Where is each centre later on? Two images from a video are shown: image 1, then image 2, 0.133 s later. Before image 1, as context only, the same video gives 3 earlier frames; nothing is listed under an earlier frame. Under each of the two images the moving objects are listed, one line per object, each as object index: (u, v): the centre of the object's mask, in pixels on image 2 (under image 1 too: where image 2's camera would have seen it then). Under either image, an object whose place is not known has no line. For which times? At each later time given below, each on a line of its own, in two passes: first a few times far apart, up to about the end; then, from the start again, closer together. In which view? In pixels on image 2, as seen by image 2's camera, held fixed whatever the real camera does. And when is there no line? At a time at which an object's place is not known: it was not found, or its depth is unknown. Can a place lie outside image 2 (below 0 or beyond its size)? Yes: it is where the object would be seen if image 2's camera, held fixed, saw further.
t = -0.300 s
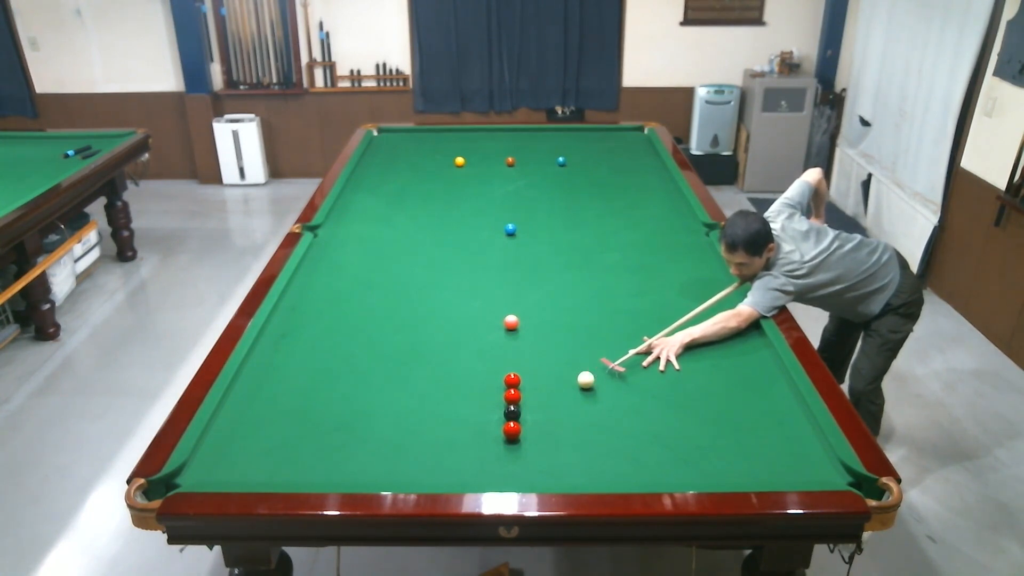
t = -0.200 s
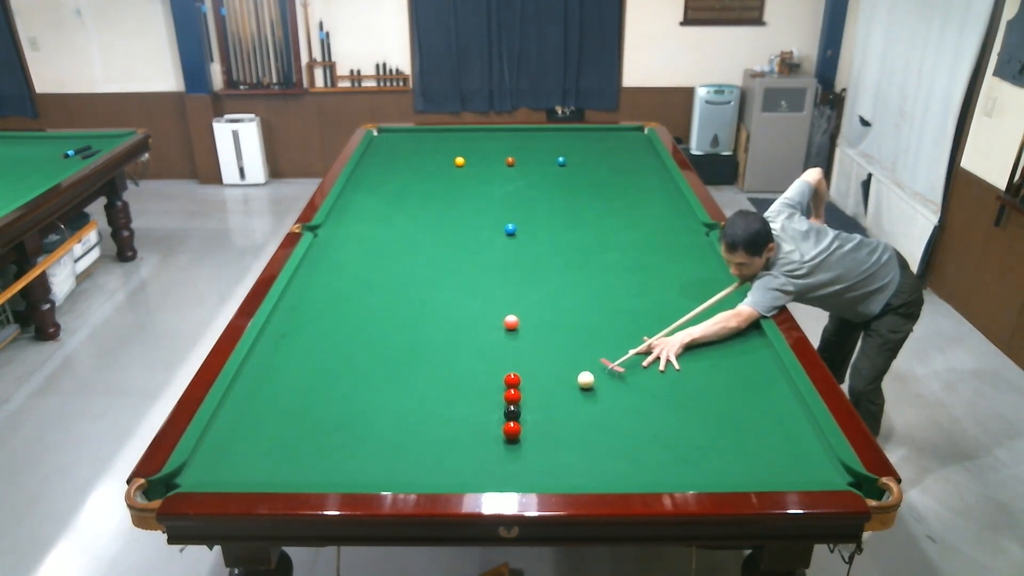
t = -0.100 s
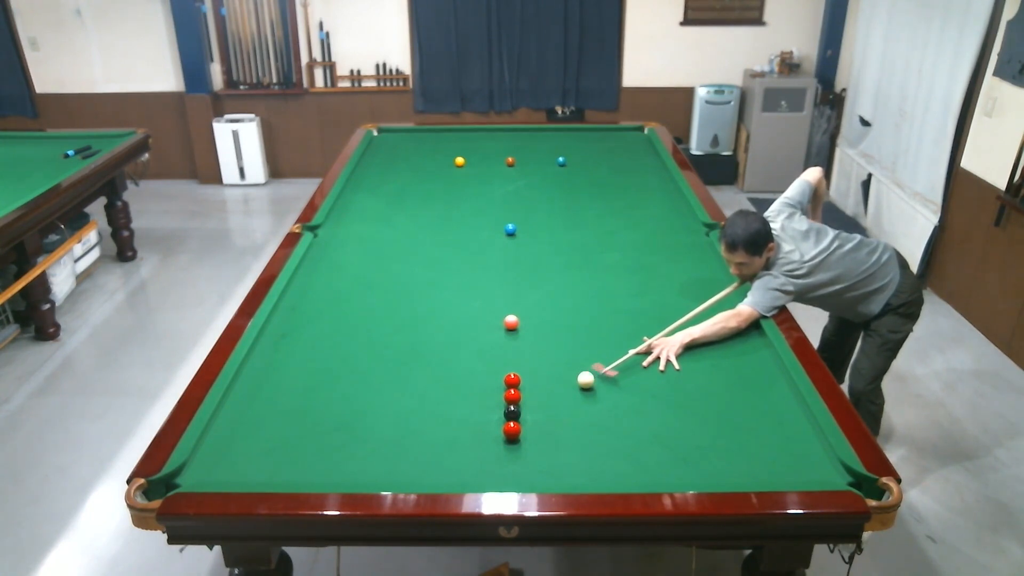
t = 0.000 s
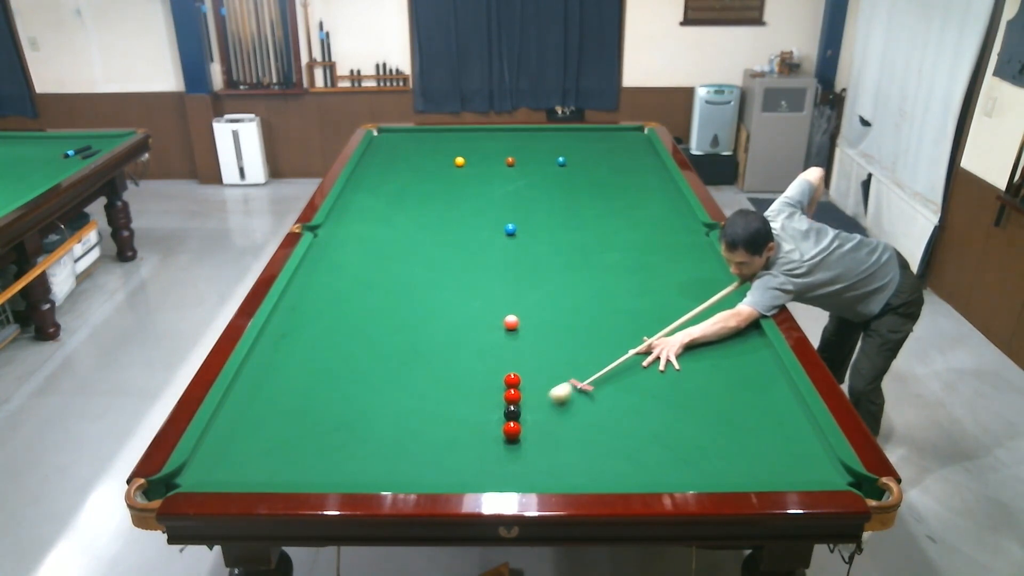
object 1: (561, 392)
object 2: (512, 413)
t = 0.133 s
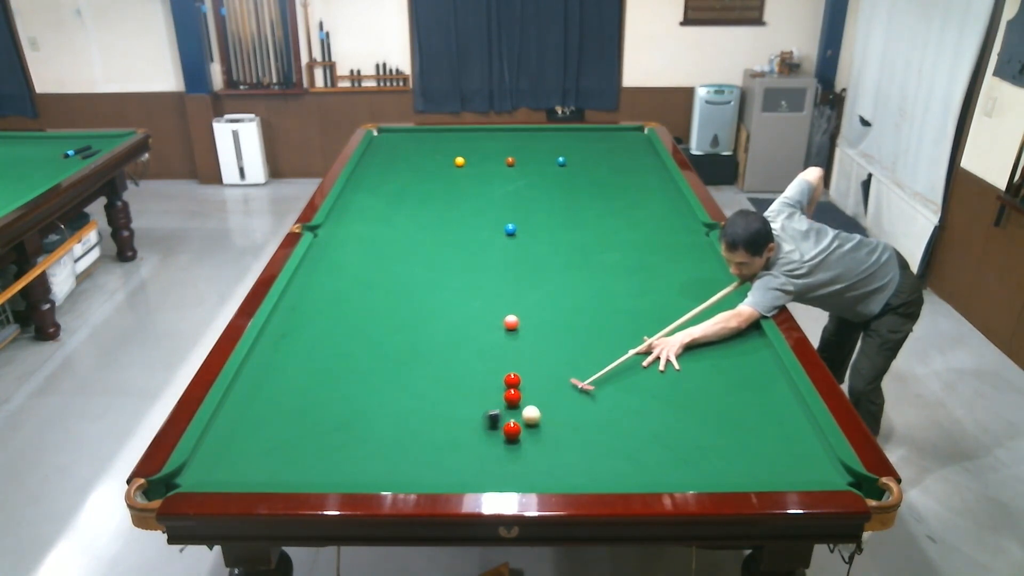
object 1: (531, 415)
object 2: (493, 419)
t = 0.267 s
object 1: (537, 424)
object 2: (450, 429)
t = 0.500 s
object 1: (548, 441)
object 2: (377, 443)
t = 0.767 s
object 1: (559, 460)
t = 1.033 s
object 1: (571, 475)
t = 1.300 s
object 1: (581, 466)
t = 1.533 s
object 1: (589, 457)
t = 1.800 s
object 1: (597, 448)
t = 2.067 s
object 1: (604, 441)
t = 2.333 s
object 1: (610, 434)
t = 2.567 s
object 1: (615, 430)
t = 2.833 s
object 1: (619, 426)
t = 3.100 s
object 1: (623, 422)
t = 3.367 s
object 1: (626, 420)
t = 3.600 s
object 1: (628, 419)
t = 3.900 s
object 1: (629, 417)
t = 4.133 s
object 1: (629, 417)
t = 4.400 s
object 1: (628, 417)
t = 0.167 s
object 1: (533, 417)
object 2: (481, 422)
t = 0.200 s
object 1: (534, 420)
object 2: (470, 424)
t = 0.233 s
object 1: (536, 422)
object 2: (460, 426)
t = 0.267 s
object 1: (537, 424)
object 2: (450, 429)
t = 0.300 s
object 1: (538, 427)
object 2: (440, 430)
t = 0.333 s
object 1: (540, 429)
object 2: (430, 432)
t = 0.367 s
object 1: (542, 431)
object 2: (420, 435)
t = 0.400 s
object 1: (543, 434)
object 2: (408, 437)
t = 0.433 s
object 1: (545, 436)
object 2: (399, 439)
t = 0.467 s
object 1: (546, 438)
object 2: (388, 441)
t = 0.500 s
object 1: (548, 441)
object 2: (377, 443)
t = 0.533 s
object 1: (549, 444)
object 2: (367, 445)
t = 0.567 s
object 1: (550, 446)
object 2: (357, 447)
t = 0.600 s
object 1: (552, 448)
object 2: (346, 449)
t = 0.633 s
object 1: (553, 450)
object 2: (336, 451)
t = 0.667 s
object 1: (555, 453)
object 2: (325, 453)
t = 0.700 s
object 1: (556, 455)
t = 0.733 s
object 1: (558, 457)
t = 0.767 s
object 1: (559, 460)
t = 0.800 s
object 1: (561, 462)
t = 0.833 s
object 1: (562, 464)
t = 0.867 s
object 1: (564, 467)
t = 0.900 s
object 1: (565, 469)
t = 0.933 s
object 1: (567, 471)
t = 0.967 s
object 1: (568, 472)
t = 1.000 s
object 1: (570, 474)
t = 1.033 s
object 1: (571, 475)
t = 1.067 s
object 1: (572, 474)
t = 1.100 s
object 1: (573, 473)
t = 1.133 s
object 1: (575, 472)
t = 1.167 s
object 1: (576, 471)
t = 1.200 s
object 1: (577, 470)
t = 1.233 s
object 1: (578, 469)
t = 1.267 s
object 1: (580, 468)
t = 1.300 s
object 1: (581, 466)
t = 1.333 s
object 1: (582, 465)
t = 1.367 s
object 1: (583, 464)
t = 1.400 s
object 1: (584, 462)
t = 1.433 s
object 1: (585, 461)
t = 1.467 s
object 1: (586, 460)
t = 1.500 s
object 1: (588, 458)
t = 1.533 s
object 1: (589, 457)
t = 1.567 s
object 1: (590, 456)
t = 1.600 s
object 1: (591, 455)
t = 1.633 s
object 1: (592, 454)
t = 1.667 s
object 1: (593, 452)
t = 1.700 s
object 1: (594, 452)
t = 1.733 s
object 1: (595, 450)
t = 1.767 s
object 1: (596, 449)
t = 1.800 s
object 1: (597, 448)
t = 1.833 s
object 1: (598, 447)
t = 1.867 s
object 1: (599, 446)
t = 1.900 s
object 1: (600, 445)
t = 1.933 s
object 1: (601, 444)
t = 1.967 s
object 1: (602, 443)
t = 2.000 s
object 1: (602, 442)
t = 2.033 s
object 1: (603, 442)
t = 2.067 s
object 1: (604, 441)
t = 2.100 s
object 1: (605, 440)
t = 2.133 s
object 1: (605, 439)
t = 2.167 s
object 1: (606, 438)
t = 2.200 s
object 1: (607, 437)
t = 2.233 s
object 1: (608, 437)
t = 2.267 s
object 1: (608, 436)
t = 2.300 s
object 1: (609, 435)
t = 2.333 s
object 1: (610, 434)
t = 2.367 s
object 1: (611, 434)
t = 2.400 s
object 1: (611, 433)
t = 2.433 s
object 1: (612, 432)
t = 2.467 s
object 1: (613, 432)
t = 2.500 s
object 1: (613, 431)
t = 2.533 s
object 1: (614, 430)
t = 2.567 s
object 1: (615, 430)
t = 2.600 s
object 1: (615, 429)
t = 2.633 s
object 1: (616, 429)
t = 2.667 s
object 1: (616, 428)
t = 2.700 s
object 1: (617, 428)
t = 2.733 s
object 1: (618, 427)
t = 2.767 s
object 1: (618, 427)
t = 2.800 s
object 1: (619, 426)
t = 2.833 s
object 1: (619, 426)
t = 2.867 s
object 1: (620, 425)
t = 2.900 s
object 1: (620, 425)
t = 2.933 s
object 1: (621, 424)
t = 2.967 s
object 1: (622, 424)
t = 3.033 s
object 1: (623, 423)
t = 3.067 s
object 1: (623, 423)
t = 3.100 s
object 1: (623, 422)
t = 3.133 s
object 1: (624, 422)
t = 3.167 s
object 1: (624, 422)
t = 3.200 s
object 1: (625, 421)
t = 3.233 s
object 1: (625, 421)
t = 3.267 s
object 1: (625, 421)
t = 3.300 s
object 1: (626, 420)
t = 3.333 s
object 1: (626, 420)
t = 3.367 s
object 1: (626, 420)
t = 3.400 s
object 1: (627, 420)
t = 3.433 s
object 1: (627, 419)
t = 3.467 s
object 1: (627, 419)
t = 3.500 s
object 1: (627, 419)
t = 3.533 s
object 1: (627, 419)
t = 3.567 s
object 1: (628, 419)
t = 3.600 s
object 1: (628, 419)
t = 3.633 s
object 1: (628, 419)
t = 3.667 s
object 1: (628, 418)
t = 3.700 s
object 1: (628, 418)
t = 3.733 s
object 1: (628, 419)
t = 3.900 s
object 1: (629, 417)
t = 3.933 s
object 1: (629, 417)
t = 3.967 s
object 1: (629, 417)
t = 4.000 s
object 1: (629, 417)
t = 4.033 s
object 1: (629, 417)
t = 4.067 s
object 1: (629, 417)
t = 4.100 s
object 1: (629, 417)
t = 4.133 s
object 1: (629, 417)
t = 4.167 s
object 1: (629, 417)
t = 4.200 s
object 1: (629, 417)
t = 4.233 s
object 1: (628, 417)
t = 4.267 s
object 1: (628, 417)
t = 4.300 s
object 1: (628, 417)
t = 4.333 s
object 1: (629, 417)
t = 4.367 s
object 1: (628, 417)
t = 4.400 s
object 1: (628, 417)
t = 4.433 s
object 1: (628, 417)
